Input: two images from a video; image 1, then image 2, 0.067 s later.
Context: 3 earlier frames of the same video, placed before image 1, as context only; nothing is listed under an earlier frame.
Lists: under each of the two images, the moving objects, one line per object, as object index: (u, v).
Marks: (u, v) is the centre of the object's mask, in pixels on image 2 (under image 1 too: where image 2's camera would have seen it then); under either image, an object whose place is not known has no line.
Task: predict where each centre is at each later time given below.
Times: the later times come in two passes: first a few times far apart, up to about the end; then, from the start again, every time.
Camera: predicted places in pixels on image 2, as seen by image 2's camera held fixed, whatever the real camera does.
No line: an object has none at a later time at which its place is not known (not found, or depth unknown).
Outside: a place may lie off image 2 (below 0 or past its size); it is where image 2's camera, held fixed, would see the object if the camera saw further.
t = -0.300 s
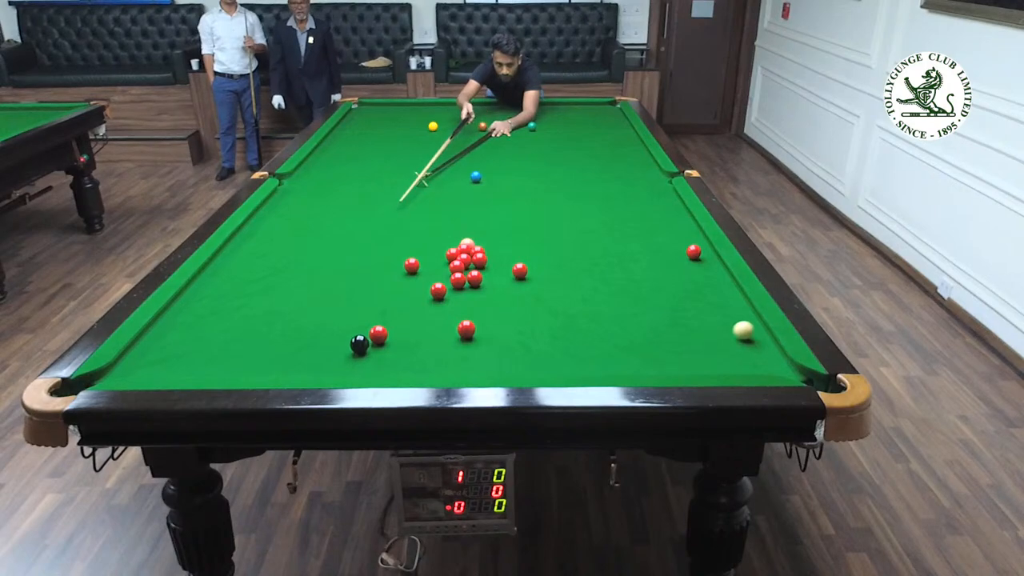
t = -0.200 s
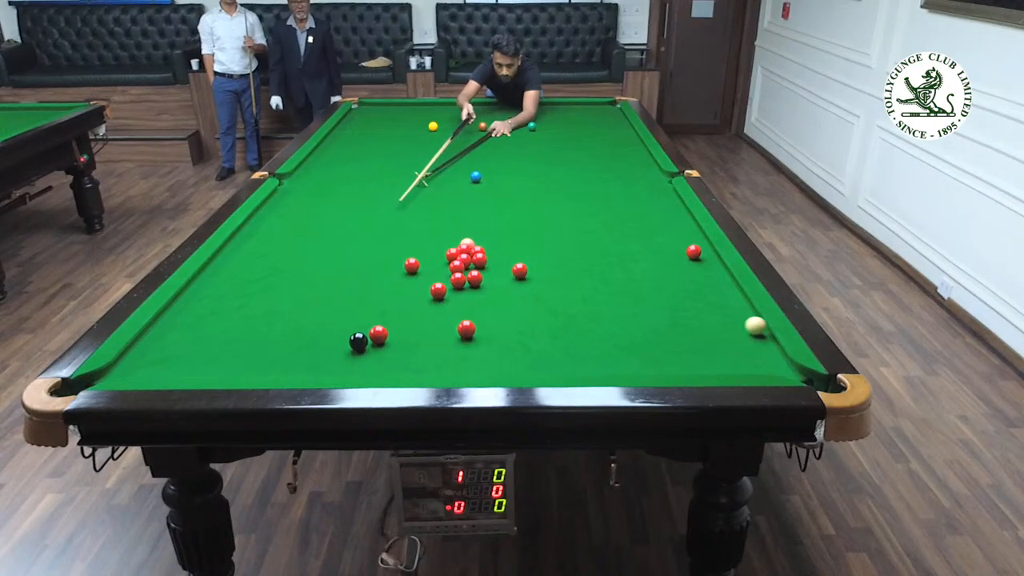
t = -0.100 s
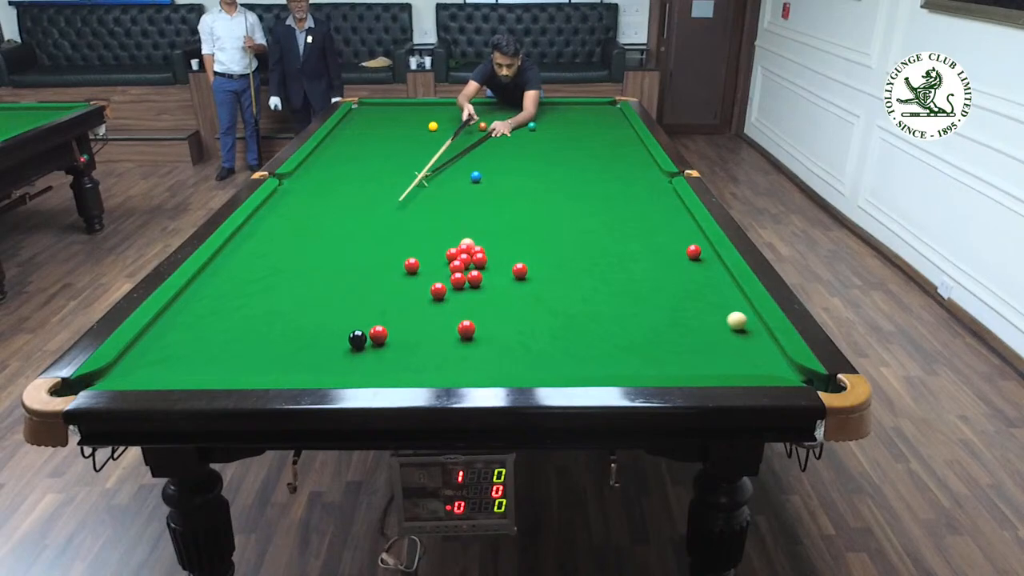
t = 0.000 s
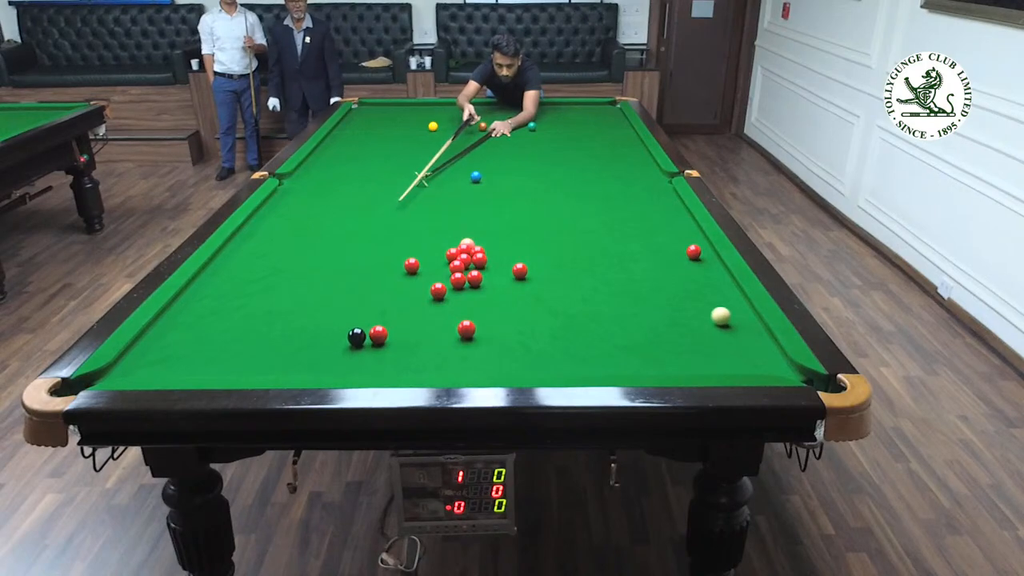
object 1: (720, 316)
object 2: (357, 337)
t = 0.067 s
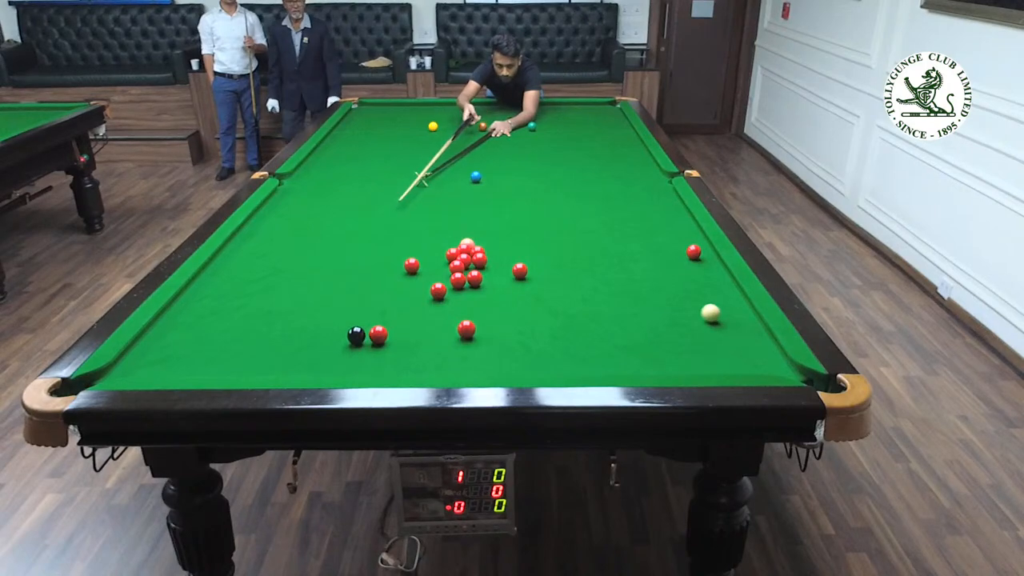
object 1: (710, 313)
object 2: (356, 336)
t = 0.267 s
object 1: (682, 304)
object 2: (355, 332)
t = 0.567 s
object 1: (643, 293)
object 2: (354, 328)
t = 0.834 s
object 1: (613, 284)
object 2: (354, 325)
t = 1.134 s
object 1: (583, 275)
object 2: (354, 323)
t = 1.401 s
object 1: (560, 268)
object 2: (354, 323)
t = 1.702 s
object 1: (537, 261)
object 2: (354, 323)
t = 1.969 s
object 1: (519, 255)
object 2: (354, 323)
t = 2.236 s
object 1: (503, 250)
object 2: (354, 323)
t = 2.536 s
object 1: (488, 245)
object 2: (354, 323)
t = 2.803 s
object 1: (477, 240)
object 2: (354, 323)
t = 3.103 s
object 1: (470, 235)
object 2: (354, 323)
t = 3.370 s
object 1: (463, 233)
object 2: (354, 323)
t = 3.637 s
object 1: (459, 231)
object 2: (354, 323)
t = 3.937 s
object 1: (455, 229)
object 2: (354, 323)
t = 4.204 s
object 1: (452, 228)
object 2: (354, 323)
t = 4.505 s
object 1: (450, 227)
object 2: (354, 324)
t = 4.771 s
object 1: (450, 226)
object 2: (354, 324)
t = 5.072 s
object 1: (450, 226)
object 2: (354, 323)
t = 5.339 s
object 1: (450, 226)
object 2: (354, 323)
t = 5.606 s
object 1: (450, 226)
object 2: (354, 323)
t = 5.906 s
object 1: (450, 226)
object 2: (354, 323)
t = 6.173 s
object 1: (450, 226)
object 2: (354, 323)
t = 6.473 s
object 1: (450, 226)
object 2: (354, 323)
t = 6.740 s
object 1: (450, 226)
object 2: (354, 323)
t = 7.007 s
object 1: (450, 226)
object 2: (354, 323)
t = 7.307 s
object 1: (450, 226)
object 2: (354, 323)
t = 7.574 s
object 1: (450, 226)
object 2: (354, 323)
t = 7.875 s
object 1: (450, 226)
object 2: (354, 323)
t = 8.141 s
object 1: (450, 226)
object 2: (354, 323)
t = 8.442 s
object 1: (450, 226)
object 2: (354, 324)
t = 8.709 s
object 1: (450, 226)
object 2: (354, 324)
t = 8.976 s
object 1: (450, 226)
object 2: (354, 324)
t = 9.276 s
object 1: (450, 226)
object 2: (354, 324)
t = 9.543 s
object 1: (450, 226)
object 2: (354, 324)
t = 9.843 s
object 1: (450, 226)
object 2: (354, 324)
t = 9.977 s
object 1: (450, 226)
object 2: (354, 324)
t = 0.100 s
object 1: (705, 311)
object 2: (356, 335)
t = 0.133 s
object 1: (700, 310)
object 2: (356, 335)
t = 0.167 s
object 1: (696, 308)
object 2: (355, 334)
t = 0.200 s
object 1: (691, 307)
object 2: (355, 333)
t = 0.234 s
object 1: (686, 306)
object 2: (355, 333)
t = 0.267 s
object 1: (682, 304)
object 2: (355, 332)
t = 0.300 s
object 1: (677, 303)
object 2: (355, 332)
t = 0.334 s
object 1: (673, 302)
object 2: (355, 331)
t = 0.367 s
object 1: (669, 300)
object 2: (354, 330)
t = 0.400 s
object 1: (664, 299)
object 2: (354, 330)
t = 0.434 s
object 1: (660, 298)
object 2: (354, 329)
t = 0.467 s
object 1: (656, 297)
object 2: (354, 329)
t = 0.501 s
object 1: (651, 295)
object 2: (354, 329)
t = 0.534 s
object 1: (647, 294)
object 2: (354, 328)
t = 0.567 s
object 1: (643, 293)
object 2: (354, 328)
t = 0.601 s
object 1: (639, 292)
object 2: (354, 327)
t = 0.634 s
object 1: (635, 291)
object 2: (354, 327)
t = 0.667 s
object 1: (631, 289)
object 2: (354, 326)
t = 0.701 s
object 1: (628, 288)
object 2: (354, 326)
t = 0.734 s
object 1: (624, 287)
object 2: (354, 326)
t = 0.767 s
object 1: (620, 286)
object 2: (354, 325)
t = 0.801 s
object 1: (616, 285)
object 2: (354, 325)
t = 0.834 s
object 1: (613, 284)
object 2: (354, 325)
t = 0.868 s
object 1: (609, 283)
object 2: (354, 325)
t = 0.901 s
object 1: (606, 282)
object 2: (354, 325)
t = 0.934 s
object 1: (603, 281)
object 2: (354, 324)
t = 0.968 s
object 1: (599, 280)
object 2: (354, 324)
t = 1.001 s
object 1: (596, 279)
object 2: (354, 324)
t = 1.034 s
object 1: (593, 278)
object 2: (354, 324)
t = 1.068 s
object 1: (590, 277)
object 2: (354, 324)
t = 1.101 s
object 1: (586, 276)
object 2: (354, 323)
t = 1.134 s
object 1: (583, 275)
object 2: (354, 323)
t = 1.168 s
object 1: (580, 274)
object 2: (354, 323)
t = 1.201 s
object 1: (577, 273)
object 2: (354, 323)
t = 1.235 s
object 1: (574, 272)
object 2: (354, 323)
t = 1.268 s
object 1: (571, 271)
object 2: (354, 323)
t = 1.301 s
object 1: (569, 271)
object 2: (354, 323)
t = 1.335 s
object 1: (566, 270)
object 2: (354, 323)
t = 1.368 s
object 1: (563, 269)
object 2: (354, 323)
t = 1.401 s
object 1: (560, 268)
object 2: (354, 323)
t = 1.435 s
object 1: (557, 267)
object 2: (354, 323)
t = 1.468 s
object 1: (555, 266)
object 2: (354, 323)
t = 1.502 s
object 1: (552, 266)
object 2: (354, 323)
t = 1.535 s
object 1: (550, 265)
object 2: (354, 323)
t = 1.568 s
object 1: (547, 264)
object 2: (354, 323)
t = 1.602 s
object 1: (544, 263)
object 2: (354, 323)
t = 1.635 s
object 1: (542, 262)
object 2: (354, 323)
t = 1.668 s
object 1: (540, 262)
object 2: (354, 323)
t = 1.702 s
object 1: (537, 261)
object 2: (354, 323)
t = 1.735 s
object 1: (535, 260)
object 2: (354, 323)
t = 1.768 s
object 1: (533, 259)
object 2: (354, 323)
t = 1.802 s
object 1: (530, 259)
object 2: (354, 323)
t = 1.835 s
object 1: (528, 258)
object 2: (354, 323)
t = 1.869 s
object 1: (526, 257)
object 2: (354, 323)
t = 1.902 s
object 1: (524, 256)
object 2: (354, 323)
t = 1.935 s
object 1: (521, 255)
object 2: (354, 323)
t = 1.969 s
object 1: (519, 255)
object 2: (354, 323)
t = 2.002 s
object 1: (517, 254)
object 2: (354, 323)
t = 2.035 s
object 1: (515, 254)
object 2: (354, 323)
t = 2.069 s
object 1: (513, 253)
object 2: (354, 323)
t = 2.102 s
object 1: (511, 253)
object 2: (354, 323)
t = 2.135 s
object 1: (509, 252)
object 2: (354, 323)
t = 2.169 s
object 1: (507, 252)
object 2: (354, 323)
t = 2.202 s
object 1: (505, 251)
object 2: (354, 323)
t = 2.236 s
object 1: (503, 250)
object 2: (354, 323)
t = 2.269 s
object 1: (501, 250)
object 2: (354, 323)
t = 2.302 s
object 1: (500, 249)
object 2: (354, 323)
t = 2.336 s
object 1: (498, 249)
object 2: (354, 323)
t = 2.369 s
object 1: (496, 248)
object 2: (354, 323)
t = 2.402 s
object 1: (494, 248)
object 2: (354, 323)
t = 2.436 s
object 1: (493, 247)
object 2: (354, 323)
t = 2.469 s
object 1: (491, 247)
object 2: (354, 323)
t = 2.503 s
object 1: (489, 246)
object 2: (354, 323)
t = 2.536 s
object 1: (488, 245)
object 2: (354, 323)
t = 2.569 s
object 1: (487, 244)
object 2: (354, 323)
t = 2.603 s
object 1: (485, 243)
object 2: (354, 323)
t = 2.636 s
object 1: (484, 243)
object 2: (354, 323)
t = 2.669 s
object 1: (482, 242)
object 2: (354, 323)
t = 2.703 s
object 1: (481, 241)
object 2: (354, 323)
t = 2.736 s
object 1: (480, 241)
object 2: (354, 323)
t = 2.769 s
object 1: (478, 240)
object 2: (354, 323)
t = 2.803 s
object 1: (477, 240)
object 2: (354, 323)
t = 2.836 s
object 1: (476, 239)
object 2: (354, 323)
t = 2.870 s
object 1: (476, 239)
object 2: (354, 323)
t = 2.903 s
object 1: (475, 238)
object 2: (354, 323)
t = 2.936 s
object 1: (474, 238)
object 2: (354, 323)
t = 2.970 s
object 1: (473, 237)
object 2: (354, 323)
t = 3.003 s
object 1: (472, 237)
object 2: (354, 323)
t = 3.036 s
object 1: (472, 236)
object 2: (354, 323)
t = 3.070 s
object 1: (471, 236)
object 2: (354, 323)
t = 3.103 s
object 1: (470, 235)
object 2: (354, 323)
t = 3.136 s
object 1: (469, 235)
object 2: (354, 323)
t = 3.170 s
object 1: (468, 234)
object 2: (354, 323)
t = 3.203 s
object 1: (467, 234)
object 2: (354, 323)
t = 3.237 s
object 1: (466, 234)
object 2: (354, 323)
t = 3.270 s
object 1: (466, 233)
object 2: (354, 323)
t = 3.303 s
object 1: (465, 233)
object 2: (354, 323)
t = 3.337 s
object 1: (464, 233)
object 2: (354, 323)
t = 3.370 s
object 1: (463, 233)
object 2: (354, 323)
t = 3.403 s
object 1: (463, 233)
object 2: (354, 323)
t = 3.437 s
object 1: (462, 232)
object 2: (354, 323)
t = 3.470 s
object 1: (461, 232)
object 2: (354, 323)
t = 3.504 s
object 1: (461, 232)
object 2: (354, 323)
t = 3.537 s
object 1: (460, 232)
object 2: (354, 323)
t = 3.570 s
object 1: (460, 232)
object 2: (354, 323)
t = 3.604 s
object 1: (459, 231)
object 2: (354, 323)
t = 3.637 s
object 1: (459, 231)
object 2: (354, 323)
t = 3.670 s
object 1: (458, 231)
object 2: (354, 323)
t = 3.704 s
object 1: (458, 231)
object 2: (354, 323)
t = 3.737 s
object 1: (458, 231)
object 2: (354, 323)
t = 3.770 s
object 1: (457, 230)
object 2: (354, 323)
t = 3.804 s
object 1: (456, 230)
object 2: (354, 323)
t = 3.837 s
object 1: (456, 230)
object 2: (354, 323)
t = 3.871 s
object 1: (456, 230)
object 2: (354, 323)
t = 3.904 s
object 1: (455, 229)
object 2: (354, 323)
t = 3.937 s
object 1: (455, 229)
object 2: (354, 323)
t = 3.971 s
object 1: (454, 229)
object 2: (354, 323)
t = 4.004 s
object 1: (454, 229)
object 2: (354, 323)
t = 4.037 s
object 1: (454, 229)
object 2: (354, 323)
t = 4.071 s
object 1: (453, 228)
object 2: (354, 323)
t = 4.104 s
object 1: (453, 228)
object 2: (354, 323)
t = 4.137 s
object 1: (453, 228)
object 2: (354, 323)
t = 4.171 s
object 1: (452, 228)
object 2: (354, 323)
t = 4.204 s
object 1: (452, 228)
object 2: (354, 323)
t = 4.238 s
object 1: (452, 228)
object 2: (354, 323)
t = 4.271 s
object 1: (452, 228)
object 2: (354, 324)
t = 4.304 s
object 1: (451, 227)
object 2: (354, 324)
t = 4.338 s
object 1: (451, 227)
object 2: (354, 324)
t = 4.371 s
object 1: (451, 227)
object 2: (354, 324)
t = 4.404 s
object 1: (451, 227)
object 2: (354, 324)
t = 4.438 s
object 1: (451, 227)
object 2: (354, 324)
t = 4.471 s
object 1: (450, 227)
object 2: (354, 324)
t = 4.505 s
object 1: (450, 227)
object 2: (354, 324)
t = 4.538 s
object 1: (450, 227)
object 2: (354, 324)
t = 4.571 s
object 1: (450, 227)
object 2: (354, 324)
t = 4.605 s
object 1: (450, 227)
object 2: (354, 324)
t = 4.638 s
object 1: (450, 227)
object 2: (354, 324)
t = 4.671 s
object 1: (450, 227)
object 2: (354, 324)
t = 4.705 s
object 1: (450, 227)
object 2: (354, 324)
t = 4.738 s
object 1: (450, 227)
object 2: (354, 324)
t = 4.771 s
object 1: (450, 226)
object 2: (354, 324)
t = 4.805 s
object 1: (450, 226)
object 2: (354, 324)
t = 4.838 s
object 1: (450, 226)
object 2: (354, 324)
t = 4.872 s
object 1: (450, 226)
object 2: (354, 323)
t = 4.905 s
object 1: (450, 226)
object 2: (354, 324)
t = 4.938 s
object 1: (450, 226)
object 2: (354, 323)
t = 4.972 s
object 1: (450, 226)
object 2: (354, 323)
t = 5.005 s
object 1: (450, 226)
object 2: (354, 323)
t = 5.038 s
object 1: (450, 226)
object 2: (354, 323)
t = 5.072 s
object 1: (450, 226)
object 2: (354, 323)
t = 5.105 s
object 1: (450, 226)
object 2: (354, 323)
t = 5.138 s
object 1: (450, 226)
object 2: (354, 323)
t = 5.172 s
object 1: (450, 226)
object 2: (354, 323)
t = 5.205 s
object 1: (450, 226)
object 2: (354, 323)
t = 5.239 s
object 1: (450, 226)
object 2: (354, 323)
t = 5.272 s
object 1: (450, 226)
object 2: (354, 323)
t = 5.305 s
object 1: (450, 226)
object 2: (354, 323)
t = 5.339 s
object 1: (450, 226)
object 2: (354, 323)
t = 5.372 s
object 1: (450, 226)
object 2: (354, 323)
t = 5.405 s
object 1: (450, 226)
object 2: (354, 323)
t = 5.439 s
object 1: (450, 226)
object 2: (354, 323)
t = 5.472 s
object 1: (450, 226)
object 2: (354, 323)
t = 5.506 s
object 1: (450, 226)
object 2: (354, 323)
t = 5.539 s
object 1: (450, 226)
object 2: (354, 323)
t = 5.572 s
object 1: (450, 226)
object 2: (354, 323)
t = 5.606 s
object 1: (450, 226)
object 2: (354, 323)
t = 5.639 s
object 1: (450, 226)
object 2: (354, 323)
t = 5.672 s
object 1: (450, 226)
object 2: (354, 323)
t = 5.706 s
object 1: (450, 226)
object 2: (354, 323)
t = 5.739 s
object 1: (450, 226)
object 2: (354, 323)
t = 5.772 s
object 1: (450, 226)
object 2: (354, 323)
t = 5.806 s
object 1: (450, 226)
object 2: (354, 323)
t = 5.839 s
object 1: (450, 226)
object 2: (354, 323)
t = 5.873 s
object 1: (450, 226)
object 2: (354, 323)
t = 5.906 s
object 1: (450, 226)
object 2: (354, 323)
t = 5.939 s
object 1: (450, 226)
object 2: (354, 323)
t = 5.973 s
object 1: (450, 226)
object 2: (354, 323)
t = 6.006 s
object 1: (450, 226)
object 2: (354, 323)
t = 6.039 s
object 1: (450, 226)
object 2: (354, 323)
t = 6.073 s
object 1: (450, 226)
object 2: (354, 323)
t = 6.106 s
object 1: (450, 226)
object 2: (354, 323)
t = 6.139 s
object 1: (450, 226)
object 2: (354, 323)
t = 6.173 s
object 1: (450, 226)
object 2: (354, 323)
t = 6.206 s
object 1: (450, 226)
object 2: (354, 323)
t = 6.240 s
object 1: (450, 226)
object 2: (354, 323)
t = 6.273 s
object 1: (450, 226)
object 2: (354, 323)
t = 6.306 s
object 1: (450, 226)
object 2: (354, 323)
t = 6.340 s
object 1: (450, 226)
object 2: (354, 323)
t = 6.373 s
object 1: (450, 226)
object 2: (354, 323)
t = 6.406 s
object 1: (450, 226)
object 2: (354, 323)
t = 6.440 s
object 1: (450, 226)
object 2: (354, 323)
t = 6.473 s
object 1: (450, 226)
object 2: (354, 323)
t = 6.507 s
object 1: (450, 226)
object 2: (354, 323)
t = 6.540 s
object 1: (450, 226)
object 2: (354, 323)
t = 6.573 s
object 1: (450, 226)
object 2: (354, 323)
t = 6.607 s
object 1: (450, 226)
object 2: (354, 323)
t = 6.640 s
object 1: (450, 226)
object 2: (354, 323)
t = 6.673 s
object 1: (450, 226)
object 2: (354, 323)
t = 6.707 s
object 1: (450, 226)
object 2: (354, 323)
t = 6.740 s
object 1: (450, 226)
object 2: (354, 323)
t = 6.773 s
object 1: (450, 226)
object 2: (354, 323)
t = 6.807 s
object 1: (450, 226)
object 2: (354, 323)
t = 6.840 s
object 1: (450, 226)
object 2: (354, 323)
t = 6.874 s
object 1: (450, 226)
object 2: (354, 323)
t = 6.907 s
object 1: (450, 226)
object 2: (354, 323)
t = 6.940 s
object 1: (450, 226)
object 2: (354, 323)
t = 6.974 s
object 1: (450, 226)
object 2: (354, 323)
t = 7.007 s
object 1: (450, 226)
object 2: (354, 323)
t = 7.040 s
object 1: (450, 226)
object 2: (354, 323)
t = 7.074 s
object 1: (450, 226)
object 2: (354, 323)
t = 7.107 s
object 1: (450, 226)
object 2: (354, 323)
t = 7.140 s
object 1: (450, 226)
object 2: (354, 323)
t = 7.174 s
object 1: (450, 226)
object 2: (354, 323)
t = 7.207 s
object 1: (450, 226)
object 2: (354, 323)
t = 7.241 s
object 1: (450, 226)
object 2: (354, 323)
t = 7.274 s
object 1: (450, 226)
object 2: (354, 323)
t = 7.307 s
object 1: (450, 226)
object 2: (354, 323)
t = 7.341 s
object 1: (450, 226)
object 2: (354, 323)
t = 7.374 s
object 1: (450, 226)
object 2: (354, 323)
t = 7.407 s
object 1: (450, 226)
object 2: (354, 323)
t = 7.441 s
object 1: (450, 226)
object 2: (354, 323)
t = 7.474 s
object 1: (450, 226)
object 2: (354, 323)
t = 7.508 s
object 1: (450, 226)
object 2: (354, 323)
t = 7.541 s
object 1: (450, 226)
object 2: (354, 323)
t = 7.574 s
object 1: (450, 226)
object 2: (354, 323)
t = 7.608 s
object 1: (450, 226)
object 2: (354, 323)
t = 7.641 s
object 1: (450, 226)
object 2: (354, 323)
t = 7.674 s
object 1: (450, 226)
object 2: (354, 323)
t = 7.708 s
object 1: (450, 226)
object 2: (354, 323)
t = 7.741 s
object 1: (450, 226)
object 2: (354, 323)
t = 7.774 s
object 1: (450, 226)
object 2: (354, 323)
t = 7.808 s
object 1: (450, 226)
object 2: (354, 323)
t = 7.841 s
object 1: (450, 226)
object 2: (354, 323)
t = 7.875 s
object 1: (450, 226)
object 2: (354, 323)
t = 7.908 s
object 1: (450, 226)
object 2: (354, 323)
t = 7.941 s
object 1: (450, 226)
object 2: (354, 323)
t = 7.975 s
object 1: (450, 226)
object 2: (354, 323)
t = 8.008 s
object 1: (450, 226)
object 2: (354, 323)
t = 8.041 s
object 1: (450, 226)
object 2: (354, 323)
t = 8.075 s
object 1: (450, 226)
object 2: (354, 323)
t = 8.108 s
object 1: (450, 226)
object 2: (354, 323)
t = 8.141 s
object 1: (450, 226)
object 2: (354, 323)
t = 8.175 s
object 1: (450, 226)
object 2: (354, 323)
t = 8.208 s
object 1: (450, 226)
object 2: (354, 323)
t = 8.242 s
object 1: (450, 226)
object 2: (354, 324)
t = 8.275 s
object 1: (450, 226)
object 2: (354, 324)
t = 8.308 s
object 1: (450, 226)
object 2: (354, 324)
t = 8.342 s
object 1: (450, 226)
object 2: (354, 324)
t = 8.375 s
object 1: (450, 226)
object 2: (354, 324)
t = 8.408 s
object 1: (450, 226)
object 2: (354, 324)
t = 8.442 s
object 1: (450, 226)
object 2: (354, 324)
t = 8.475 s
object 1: (450, 226)
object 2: (354, 324)
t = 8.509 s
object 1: (450, 226)
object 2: (354, 324)
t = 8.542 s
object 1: (450, 226)
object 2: (354, 324)
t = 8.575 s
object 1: (450, 226)
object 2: (354, 324)
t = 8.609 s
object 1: (450, 226)
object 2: (354, 324)
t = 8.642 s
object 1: (450, 226)
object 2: (354, 324)
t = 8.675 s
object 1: (450, 226)
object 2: (354, 324)
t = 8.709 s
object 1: (450, 226)
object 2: (354, 324)
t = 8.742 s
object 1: (450, 226)
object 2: (354, 324)
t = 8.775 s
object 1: (450, 226)
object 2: (354, 324)
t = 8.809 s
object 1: (450, 226)
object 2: (354, 324)
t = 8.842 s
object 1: (450, 226)
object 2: (354, 323)
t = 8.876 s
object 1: (450, 226)
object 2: (354, 323)
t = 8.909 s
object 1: (450, 226)
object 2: (354, 324)
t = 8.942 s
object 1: (450, 226)
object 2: (354, 324)
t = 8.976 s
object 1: (450, 226)
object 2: (354, 324)
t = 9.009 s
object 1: (450, 226)
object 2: (354, 324)
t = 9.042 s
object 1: (450, 226)
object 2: (354, 324)
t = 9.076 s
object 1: (450, 226)
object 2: (354, 324)
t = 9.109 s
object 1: (450, 226)
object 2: (354, 324)
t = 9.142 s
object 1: (450, 226)
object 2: (354, 324)
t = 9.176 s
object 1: (450, 226)
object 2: (354, 324)
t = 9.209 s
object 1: (450, 226)
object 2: (354, 324)
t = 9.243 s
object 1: (450, 226)
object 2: (354, 324)
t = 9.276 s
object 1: (450, 226)
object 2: (354, 324)
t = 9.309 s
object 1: (450, 226)
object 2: (354, 324)
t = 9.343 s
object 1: (450, 226)
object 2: (354, 324)
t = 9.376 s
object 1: (450, 226)
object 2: (354, 324)
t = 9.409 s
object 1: (450, 226)
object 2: (354, 324)
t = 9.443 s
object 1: (450, 226)
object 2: (354, 324)
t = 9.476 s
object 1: (450, 226)
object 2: (354, 324)
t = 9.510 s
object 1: (450, 226)
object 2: (354, 324)
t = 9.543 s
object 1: (450, 226)
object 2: (354, 324)
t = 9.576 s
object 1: (450, 226)
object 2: (354, 324)
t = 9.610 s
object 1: (450, 226)
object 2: (354, 324)
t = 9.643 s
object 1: (450, 226)
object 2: (354, 324)
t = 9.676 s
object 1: (450, 226)
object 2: (354, 324)
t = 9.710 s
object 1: (450, 226)
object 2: (354, 324)
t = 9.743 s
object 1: (450, 226)
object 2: (354, 324)
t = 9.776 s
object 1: (450, 226)
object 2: (354, 324)
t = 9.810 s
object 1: (450, 226)
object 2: (354, 324)
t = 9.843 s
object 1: (450, 226)
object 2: (354, 324)
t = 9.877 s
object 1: (450, 226)
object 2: (354, 324)
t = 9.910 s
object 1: (450, 226)
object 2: (354, 324)
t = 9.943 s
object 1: (450, 226)
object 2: (354, 324)
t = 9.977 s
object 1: (450, 226)
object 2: (354, 324)
